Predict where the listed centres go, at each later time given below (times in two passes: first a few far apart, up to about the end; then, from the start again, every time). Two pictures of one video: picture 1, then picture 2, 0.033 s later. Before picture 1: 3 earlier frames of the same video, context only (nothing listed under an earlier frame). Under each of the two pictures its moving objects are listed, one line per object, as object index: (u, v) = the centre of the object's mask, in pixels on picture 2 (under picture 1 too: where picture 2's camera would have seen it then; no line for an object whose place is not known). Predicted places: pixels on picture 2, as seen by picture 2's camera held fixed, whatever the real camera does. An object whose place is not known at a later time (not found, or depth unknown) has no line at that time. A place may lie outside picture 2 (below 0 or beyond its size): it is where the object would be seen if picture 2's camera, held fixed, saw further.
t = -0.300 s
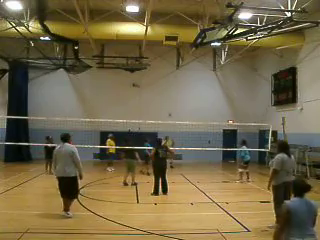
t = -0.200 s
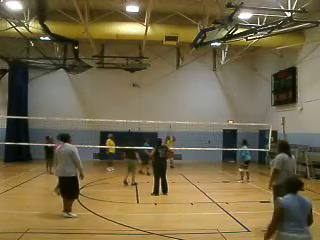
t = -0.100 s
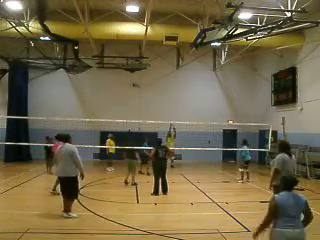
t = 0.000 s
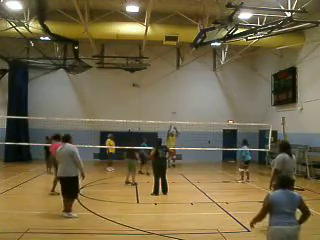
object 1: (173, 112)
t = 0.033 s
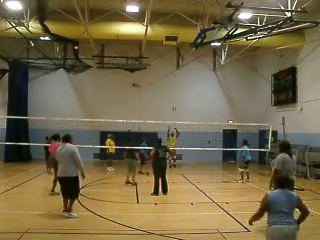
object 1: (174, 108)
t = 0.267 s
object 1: (178, 90)
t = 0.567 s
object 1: (186, 82)
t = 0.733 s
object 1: (189, 84)
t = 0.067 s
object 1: (174, 105)
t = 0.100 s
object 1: (175, 101)
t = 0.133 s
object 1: (176, 100)
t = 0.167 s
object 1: (177, 98)
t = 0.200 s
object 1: (178, 94)
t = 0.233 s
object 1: (178, 93)
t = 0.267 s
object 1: (178, 90)
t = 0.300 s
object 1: (179, 89)
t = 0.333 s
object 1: (180, 87)
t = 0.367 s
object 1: (181, 85)
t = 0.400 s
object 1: (181, 84)
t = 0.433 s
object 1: (182, 83)
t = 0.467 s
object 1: (183, 83)
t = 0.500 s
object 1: (183, 83)
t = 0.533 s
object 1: (184, 82)
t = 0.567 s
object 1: (186, 82)
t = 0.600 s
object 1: (186, 82)
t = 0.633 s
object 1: (187, 82)
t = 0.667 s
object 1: (188, 82)
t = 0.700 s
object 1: (189, 83)
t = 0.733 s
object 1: (189, 84)
